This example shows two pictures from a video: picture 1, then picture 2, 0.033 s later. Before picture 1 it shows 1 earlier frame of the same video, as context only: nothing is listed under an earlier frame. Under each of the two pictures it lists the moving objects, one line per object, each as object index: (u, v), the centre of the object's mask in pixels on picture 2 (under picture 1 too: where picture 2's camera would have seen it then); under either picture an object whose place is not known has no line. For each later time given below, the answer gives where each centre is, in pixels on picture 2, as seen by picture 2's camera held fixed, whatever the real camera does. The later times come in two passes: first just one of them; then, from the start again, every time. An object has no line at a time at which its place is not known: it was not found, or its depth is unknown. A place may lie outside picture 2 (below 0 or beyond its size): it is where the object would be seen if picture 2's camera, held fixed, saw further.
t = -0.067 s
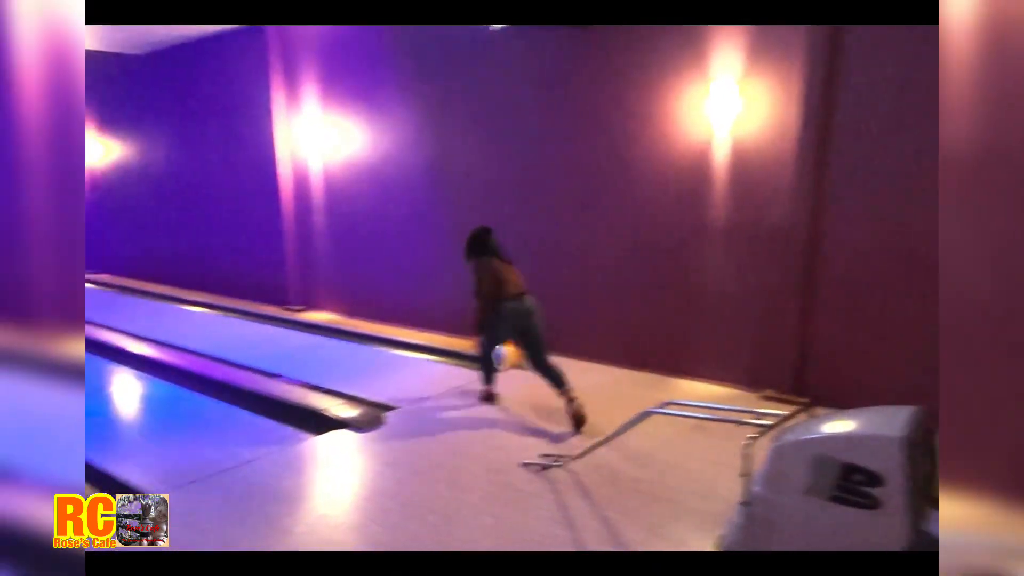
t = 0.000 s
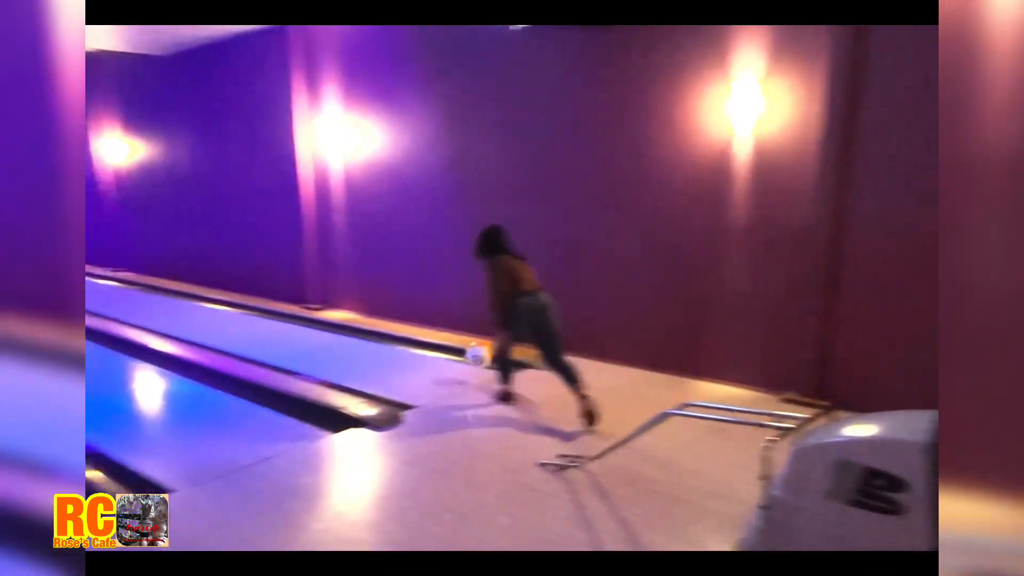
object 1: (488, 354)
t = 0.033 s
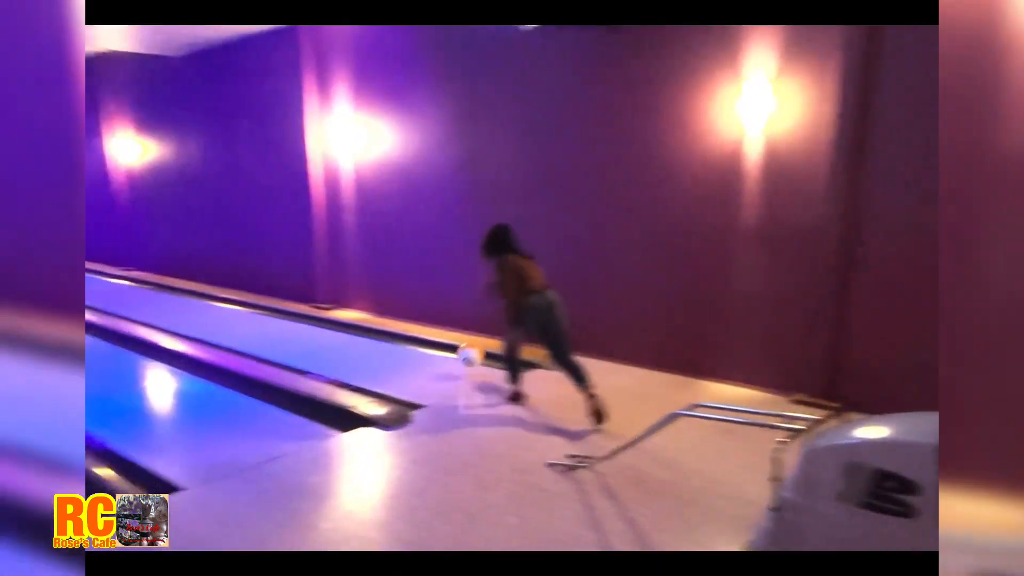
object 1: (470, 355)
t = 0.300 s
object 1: (348, 336)
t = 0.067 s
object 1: (454, 358)
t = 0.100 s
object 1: (437, 356)
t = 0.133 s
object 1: (419, 352)
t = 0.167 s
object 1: (404, 349)
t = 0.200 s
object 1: (389, 346)
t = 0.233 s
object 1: (374, 342)
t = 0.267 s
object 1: (360, 339)
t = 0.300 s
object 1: (348, 336)
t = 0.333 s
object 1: (335, 333)
